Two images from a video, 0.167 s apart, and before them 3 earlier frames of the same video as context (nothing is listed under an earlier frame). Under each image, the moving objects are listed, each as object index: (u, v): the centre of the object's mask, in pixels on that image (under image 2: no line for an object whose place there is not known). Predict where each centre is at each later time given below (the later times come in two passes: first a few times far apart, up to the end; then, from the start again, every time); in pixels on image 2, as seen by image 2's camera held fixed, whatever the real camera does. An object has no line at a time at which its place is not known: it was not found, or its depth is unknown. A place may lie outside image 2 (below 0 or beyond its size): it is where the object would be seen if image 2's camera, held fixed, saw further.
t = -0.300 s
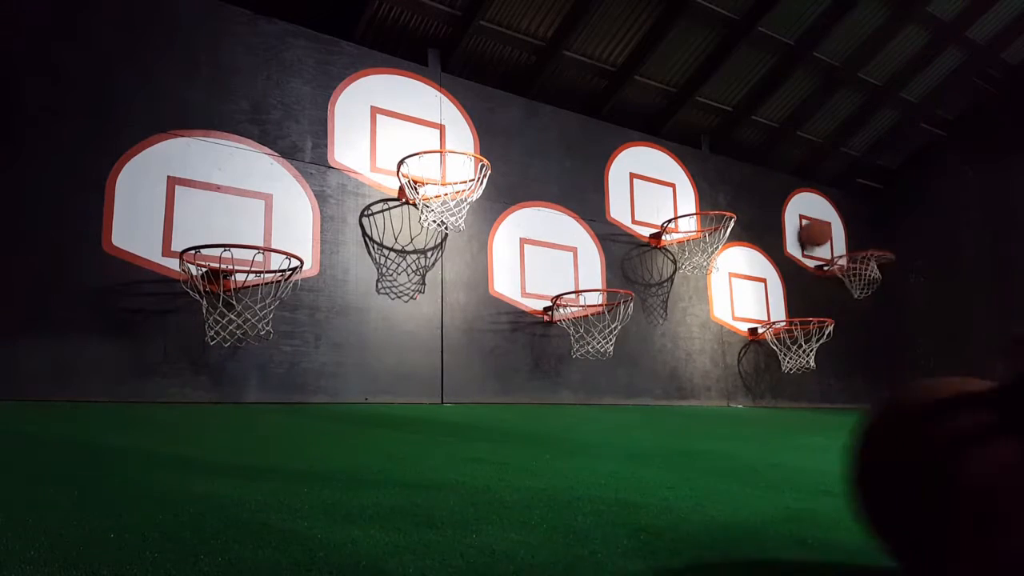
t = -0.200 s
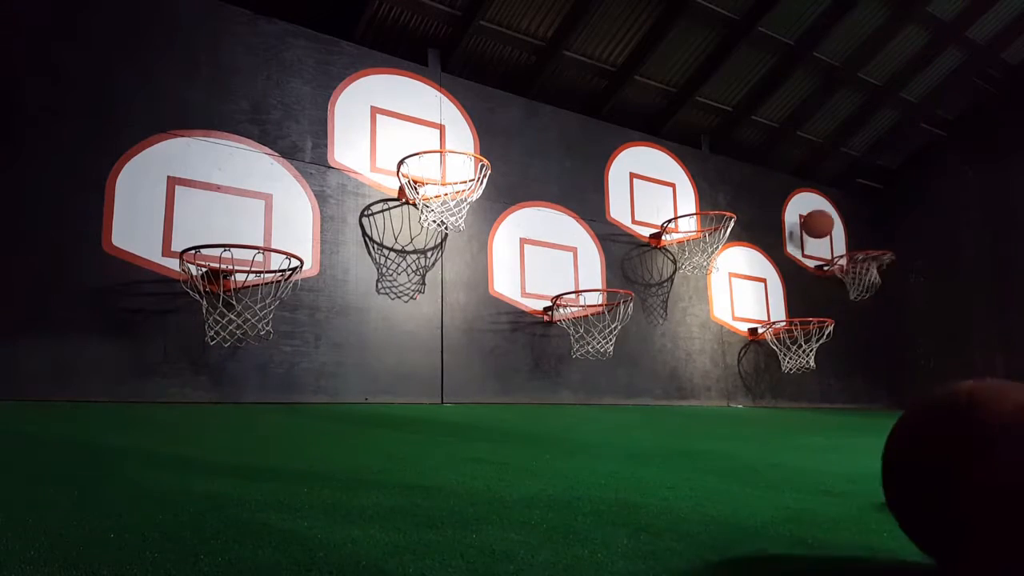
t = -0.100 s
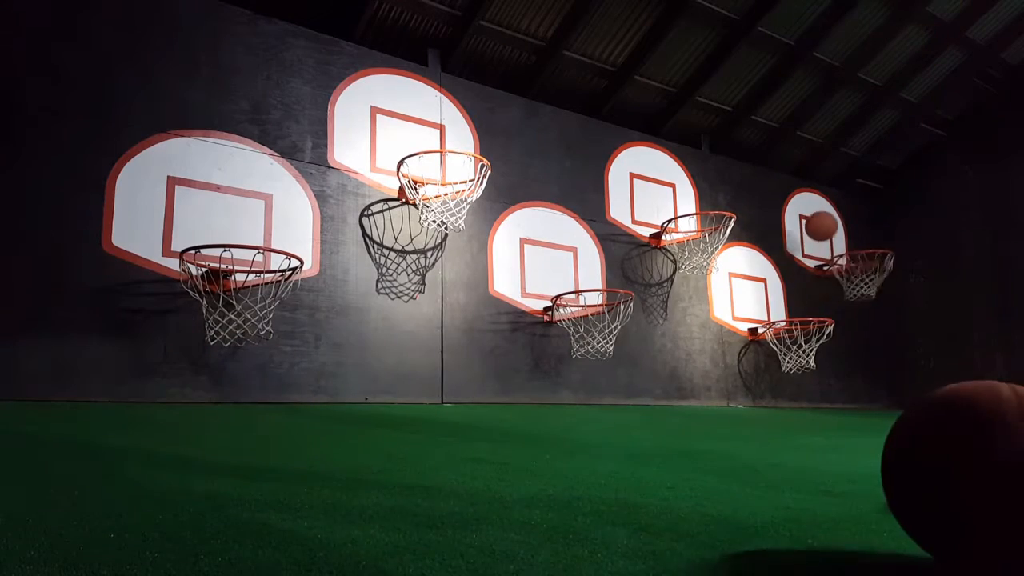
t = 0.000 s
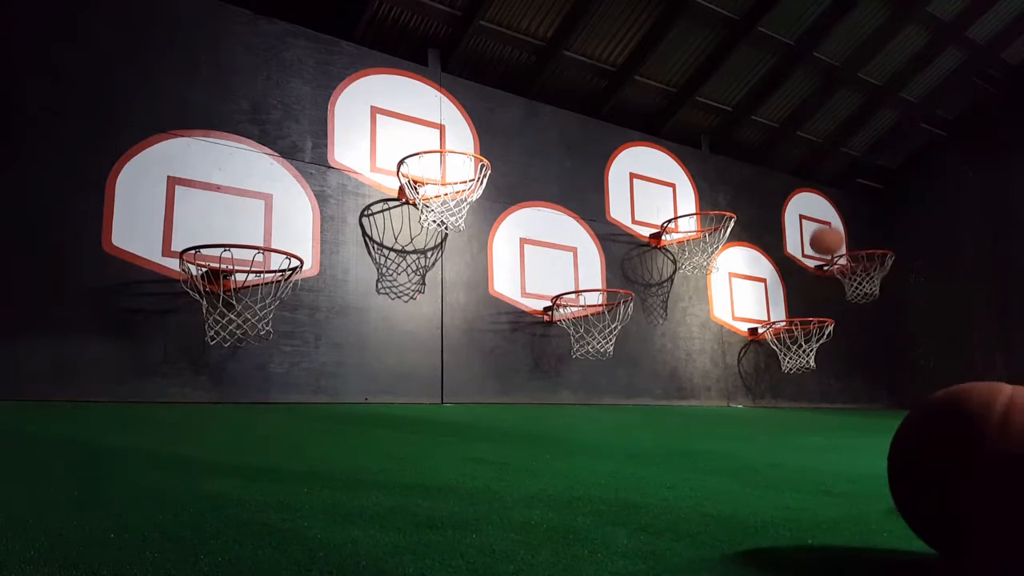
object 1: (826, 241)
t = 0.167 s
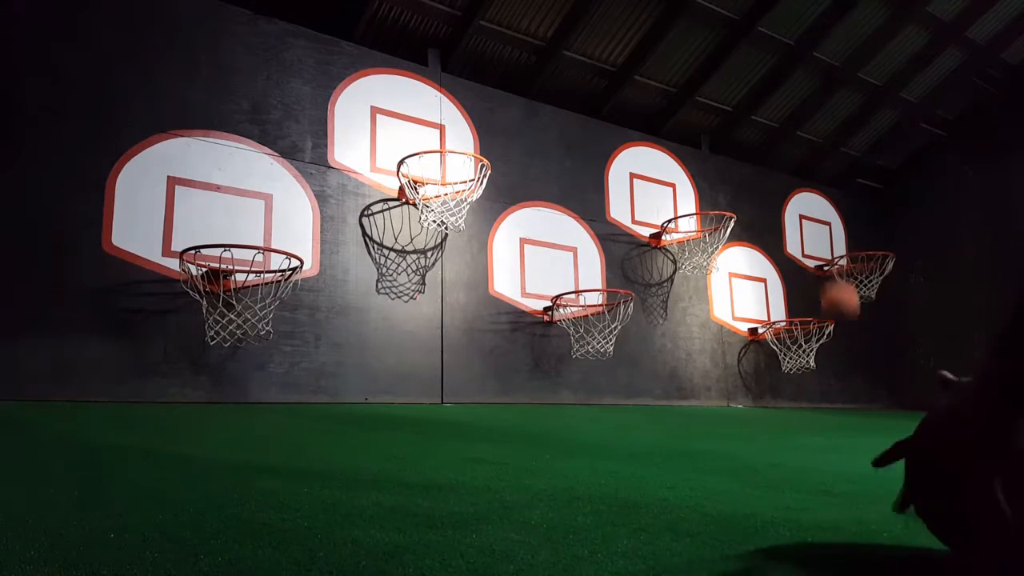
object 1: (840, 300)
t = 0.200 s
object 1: (845, 316)
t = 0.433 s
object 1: (867, 345)
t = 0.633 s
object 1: (880, 283)
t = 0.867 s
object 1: (910, 285)
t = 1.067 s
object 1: (960, 372)
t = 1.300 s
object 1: (1006, 332)
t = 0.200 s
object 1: (845, 316)
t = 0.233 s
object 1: (851, 336)
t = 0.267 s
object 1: (855, 358)
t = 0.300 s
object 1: (859, 387)
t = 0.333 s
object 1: (860, 396)
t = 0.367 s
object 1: (865, 377)
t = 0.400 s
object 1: (865, 360)
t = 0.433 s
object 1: (867, 345)
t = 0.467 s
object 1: (868, 331)
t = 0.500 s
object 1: (870, 318)
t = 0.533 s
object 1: (871, 309)
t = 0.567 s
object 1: (873, 301)
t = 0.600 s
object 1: (878, 290)
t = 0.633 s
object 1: (880, 283)
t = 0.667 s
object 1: (884, 278)
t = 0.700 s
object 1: (888, 274)
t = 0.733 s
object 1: (891, 273)
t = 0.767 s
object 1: (896, 273)
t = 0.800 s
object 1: (901, 275)
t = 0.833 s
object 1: (906, 279)
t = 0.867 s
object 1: (910, 285)
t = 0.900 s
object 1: (919, 291)
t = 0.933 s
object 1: (925, 303)
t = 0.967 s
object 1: (933, 316)
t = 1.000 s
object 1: (941, 332)
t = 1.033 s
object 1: (950, 350)
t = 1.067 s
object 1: (960, 372)
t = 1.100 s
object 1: (965, 398)
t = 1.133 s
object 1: (972, 408)
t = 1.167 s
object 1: (980, 390)
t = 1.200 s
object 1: (990, 370)
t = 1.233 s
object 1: (999, 356)
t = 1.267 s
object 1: (1004, 342)
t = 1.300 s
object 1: (1006, 332)
